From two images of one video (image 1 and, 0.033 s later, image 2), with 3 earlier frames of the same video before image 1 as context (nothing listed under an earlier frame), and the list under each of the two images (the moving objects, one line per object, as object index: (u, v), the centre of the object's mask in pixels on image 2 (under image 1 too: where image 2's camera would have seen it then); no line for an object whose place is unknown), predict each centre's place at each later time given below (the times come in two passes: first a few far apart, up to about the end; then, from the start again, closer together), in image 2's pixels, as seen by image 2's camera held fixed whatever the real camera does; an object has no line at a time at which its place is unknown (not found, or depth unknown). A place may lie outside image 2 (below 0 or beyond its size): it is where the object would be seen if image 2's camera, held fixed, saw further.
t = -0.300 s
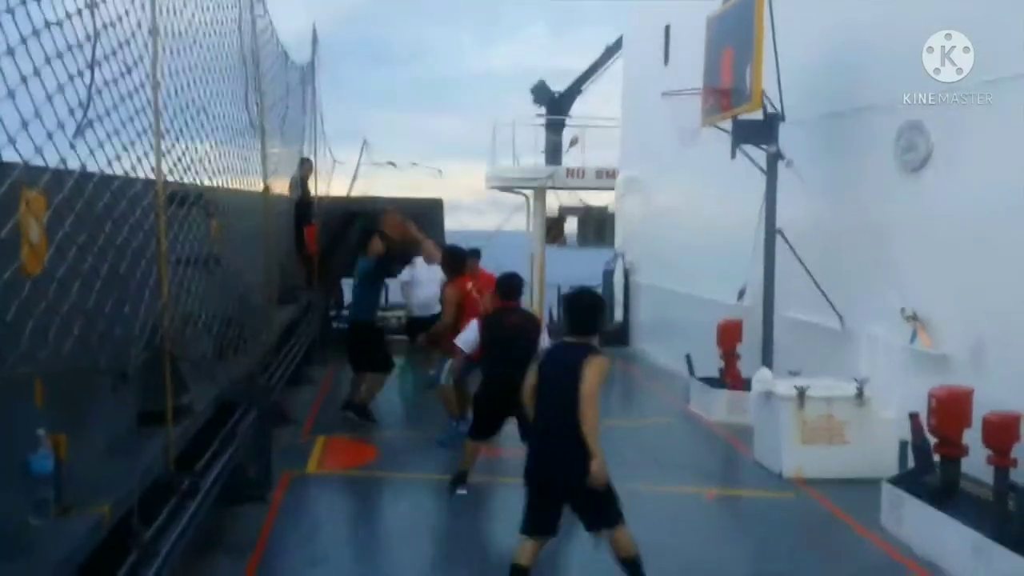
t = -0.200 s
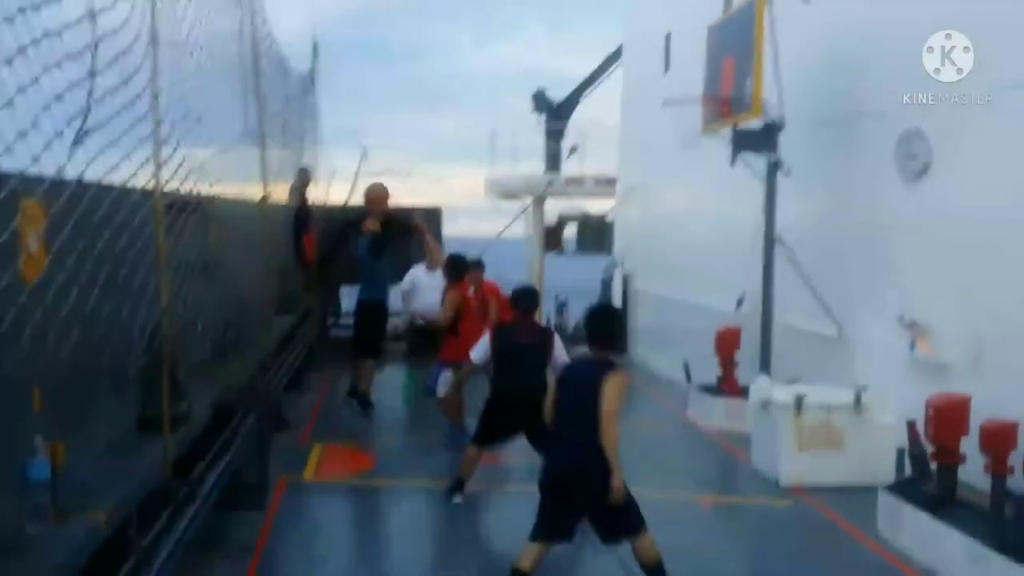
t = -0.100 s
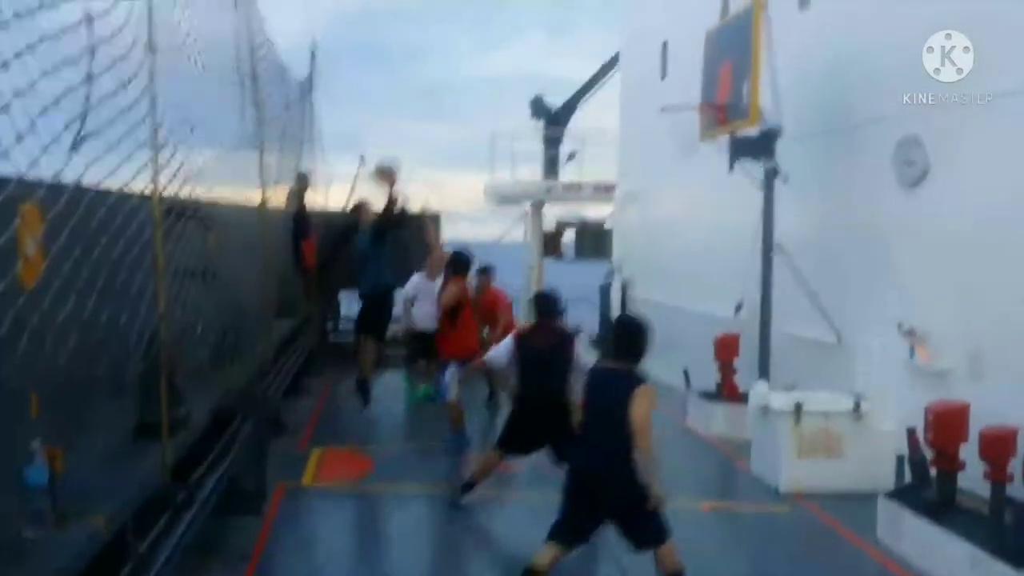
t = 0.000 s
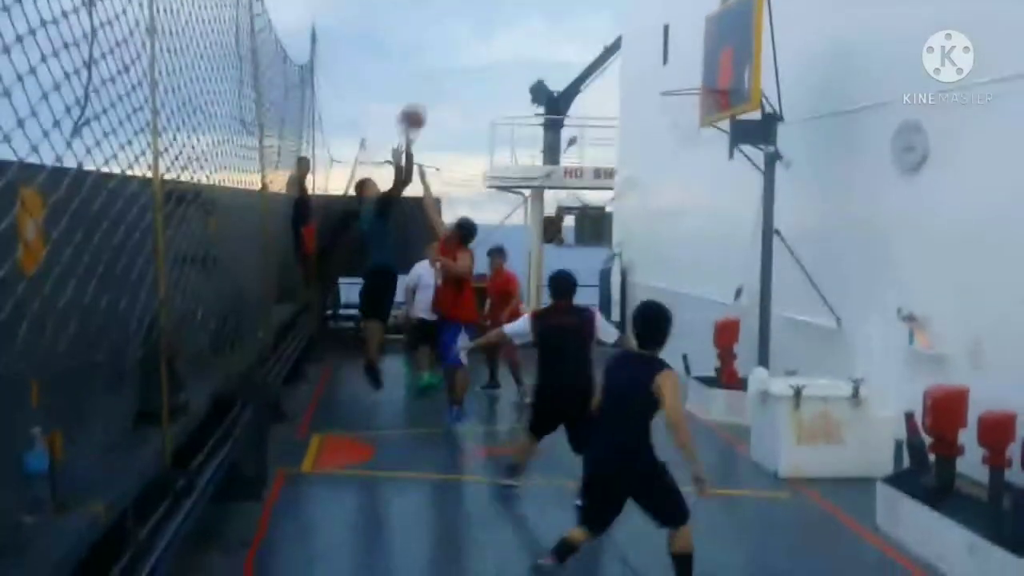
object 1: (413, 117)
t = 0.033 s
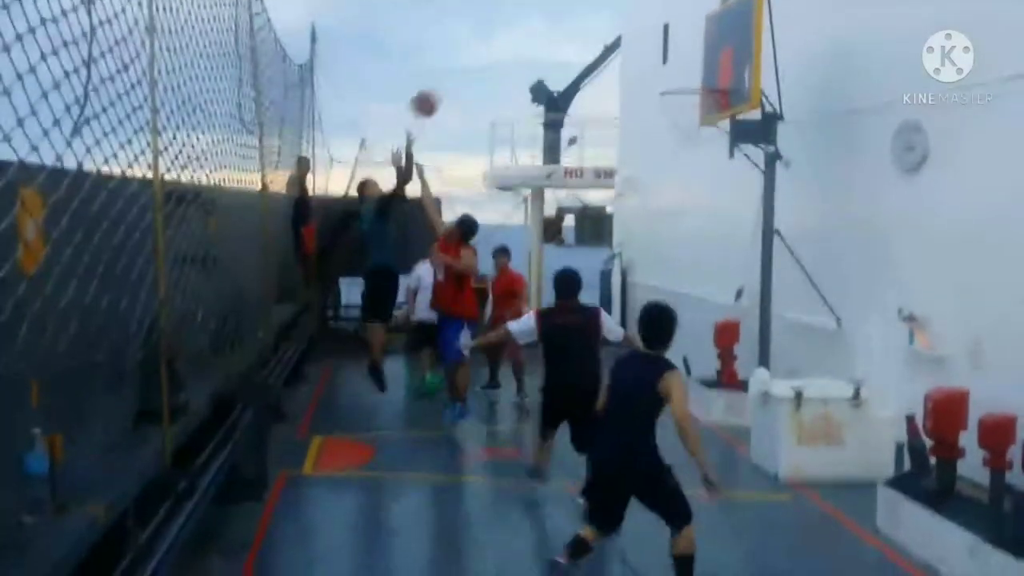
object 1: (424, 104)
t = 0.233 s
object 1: (501, 45)
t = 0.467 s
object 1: (596, 30)
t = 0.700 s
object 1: (697, 83)
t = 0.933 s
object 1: (685, 98)
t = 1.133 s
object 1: (668, 115)
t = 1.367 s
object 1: (689, 146)
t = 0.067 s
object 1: (437, 90)
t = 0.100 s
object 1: (450, 78)
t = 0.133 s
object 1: (463, 68)
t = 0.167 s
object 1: (475, 60)
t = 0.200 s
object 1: (489, 52)
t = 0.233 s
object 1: (501, 45)
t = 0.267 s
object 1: (514, 39)
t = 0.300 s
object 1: (528, 32)
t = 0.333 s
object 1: (541, 29)
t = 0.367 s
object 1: (555, 26)
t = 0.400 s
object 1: (568, 26)
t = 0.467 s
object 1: (596, 30)
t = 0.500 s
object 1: (611, 34)
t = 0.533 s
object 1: (626, 36)
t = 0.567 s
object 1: (638, 43)
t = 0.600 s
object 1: (652, 50)
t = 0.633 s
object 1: (667, 60)
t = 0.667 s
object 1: (682, 68)
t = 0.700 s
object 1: (697, 83)
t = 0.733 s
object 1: (693, 88)
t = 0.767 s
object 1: (678, 93)
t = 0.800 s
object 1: (681, 92)
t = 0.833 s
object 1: (690, 91)
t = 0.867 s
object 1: (698, 92)
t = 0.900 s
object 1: (692, 94)
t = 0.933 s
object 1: (685, 98)
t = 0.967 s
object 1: (679, 103)
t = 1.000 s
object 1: (672, 110)
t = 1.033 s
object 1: (668, 114)
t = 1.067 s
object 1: (668, 114)
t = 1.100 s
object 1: (667, 114)
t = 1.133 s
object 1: (668, 115)
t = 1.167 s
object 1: (670, 117)
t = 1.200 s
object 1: (672, 120)
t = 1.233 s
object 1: (675, 123)
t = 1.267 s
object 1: (679, 127)
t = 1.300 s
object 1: (682, 132)
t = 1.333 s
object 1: (685, 139)
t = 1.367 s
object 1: (689, 146)
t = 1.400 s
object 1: (692, 155)
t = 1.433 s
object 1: (696, 166)
